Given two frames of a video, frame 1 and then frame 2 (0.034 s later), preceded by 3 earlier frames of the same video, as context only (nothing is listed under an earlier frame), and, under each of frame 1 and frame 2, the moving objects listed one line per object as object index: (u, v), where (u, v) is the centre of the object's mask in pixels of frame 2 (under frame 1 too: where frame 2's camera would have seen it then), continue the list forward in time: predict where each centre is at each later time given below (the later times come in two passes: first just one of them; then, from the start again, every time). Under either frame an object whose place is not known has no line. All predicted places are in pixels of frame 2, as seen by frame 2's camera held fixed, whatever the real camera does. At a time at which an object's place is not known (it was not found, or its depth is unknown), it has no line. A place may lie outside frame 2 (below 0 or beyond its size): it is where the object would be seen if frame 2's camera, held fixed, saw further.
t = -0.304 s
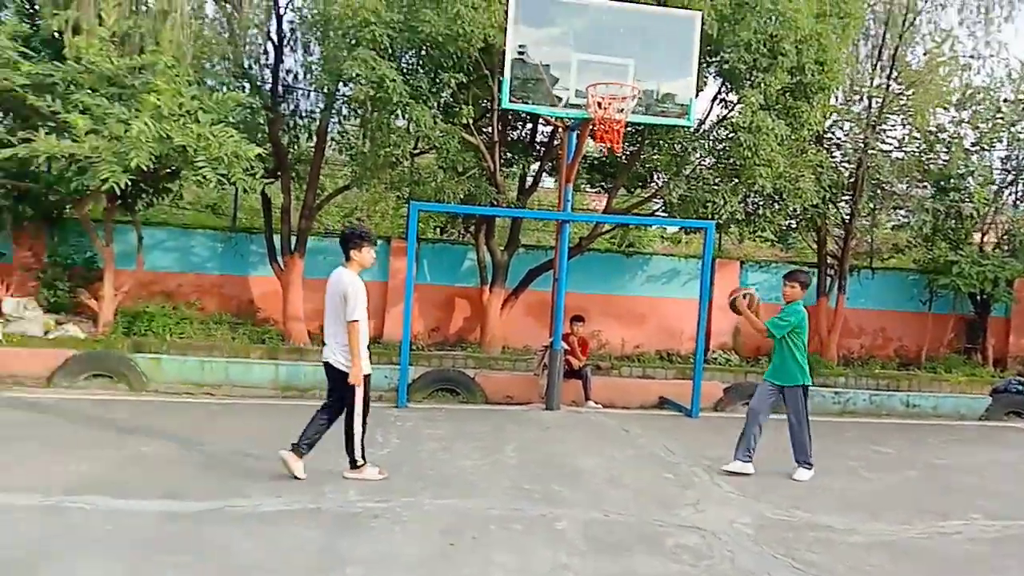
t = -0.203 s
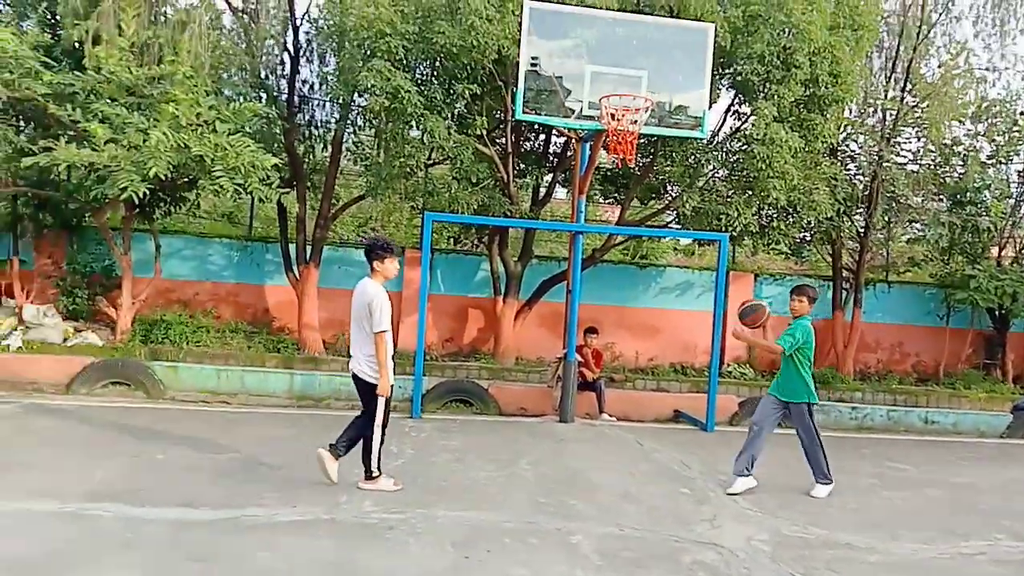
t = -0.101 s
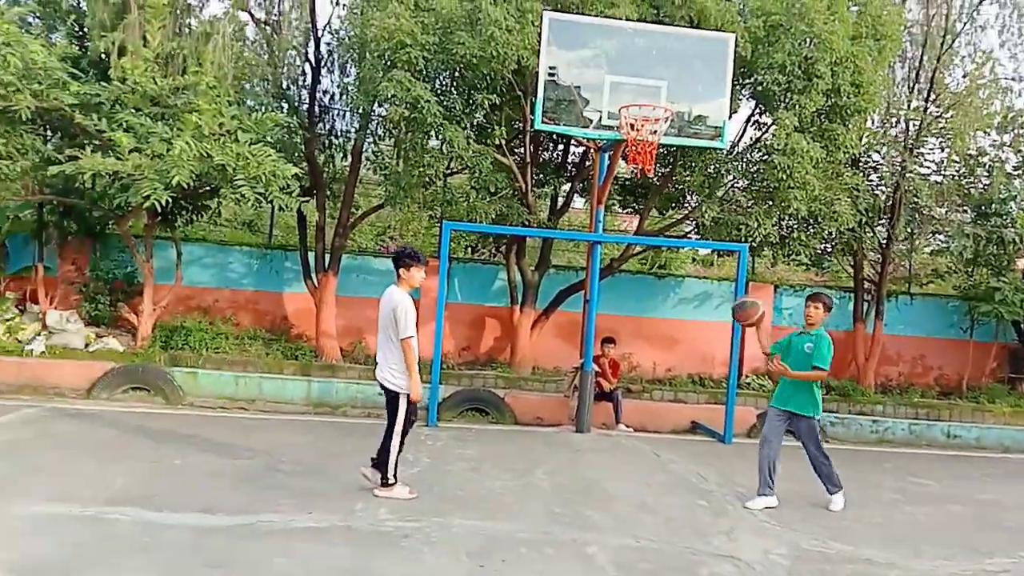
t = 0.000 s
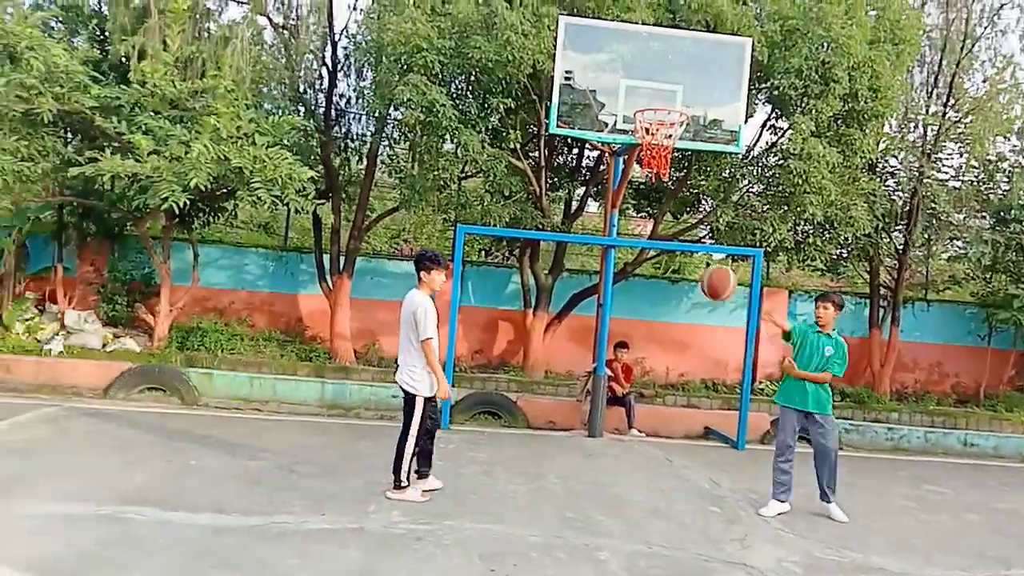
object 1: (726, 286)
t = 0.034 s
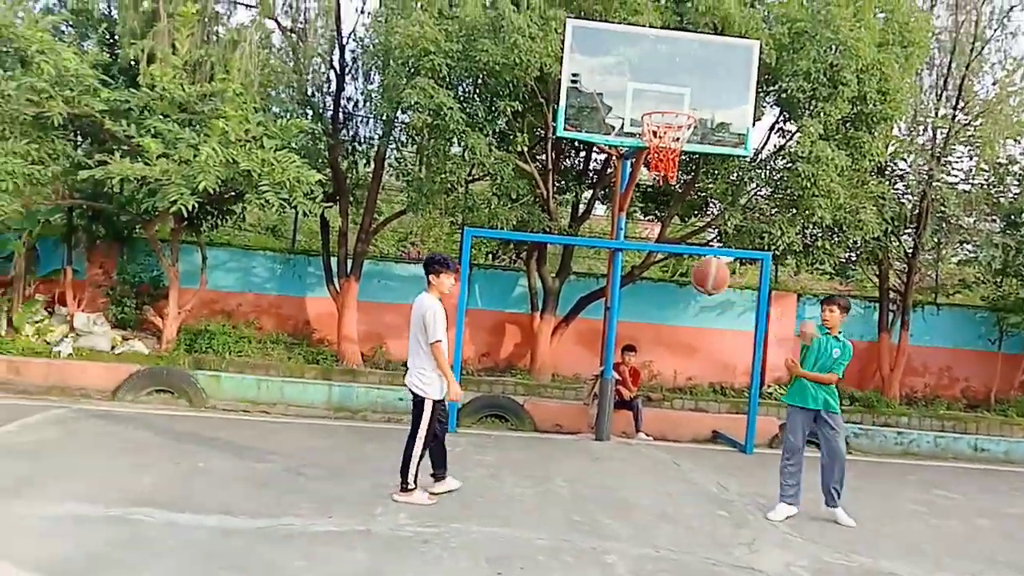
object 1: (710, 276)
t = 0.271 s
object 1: (524, 234)
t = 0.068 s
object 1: (692, 266)
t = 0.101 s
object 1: (673, 258)
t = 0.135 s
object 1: (651, 251)
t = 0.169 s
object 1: (626, 244)
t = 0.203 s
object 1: (596, 238)
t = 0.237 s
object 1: (560, 235)
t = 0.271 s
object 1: (524, 234)
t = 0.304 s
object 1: (479, 236)
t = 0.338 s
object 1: (427, 240)
